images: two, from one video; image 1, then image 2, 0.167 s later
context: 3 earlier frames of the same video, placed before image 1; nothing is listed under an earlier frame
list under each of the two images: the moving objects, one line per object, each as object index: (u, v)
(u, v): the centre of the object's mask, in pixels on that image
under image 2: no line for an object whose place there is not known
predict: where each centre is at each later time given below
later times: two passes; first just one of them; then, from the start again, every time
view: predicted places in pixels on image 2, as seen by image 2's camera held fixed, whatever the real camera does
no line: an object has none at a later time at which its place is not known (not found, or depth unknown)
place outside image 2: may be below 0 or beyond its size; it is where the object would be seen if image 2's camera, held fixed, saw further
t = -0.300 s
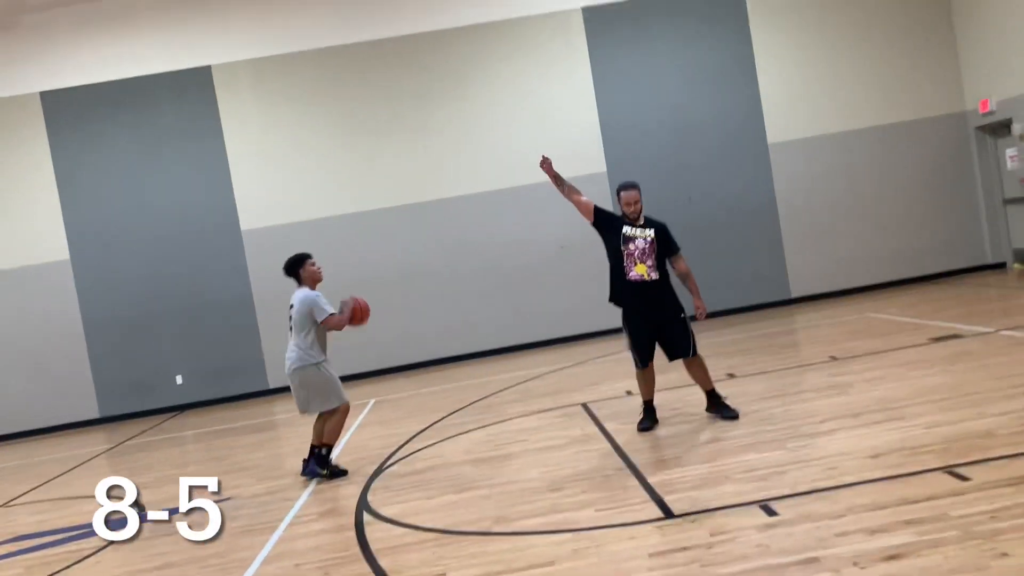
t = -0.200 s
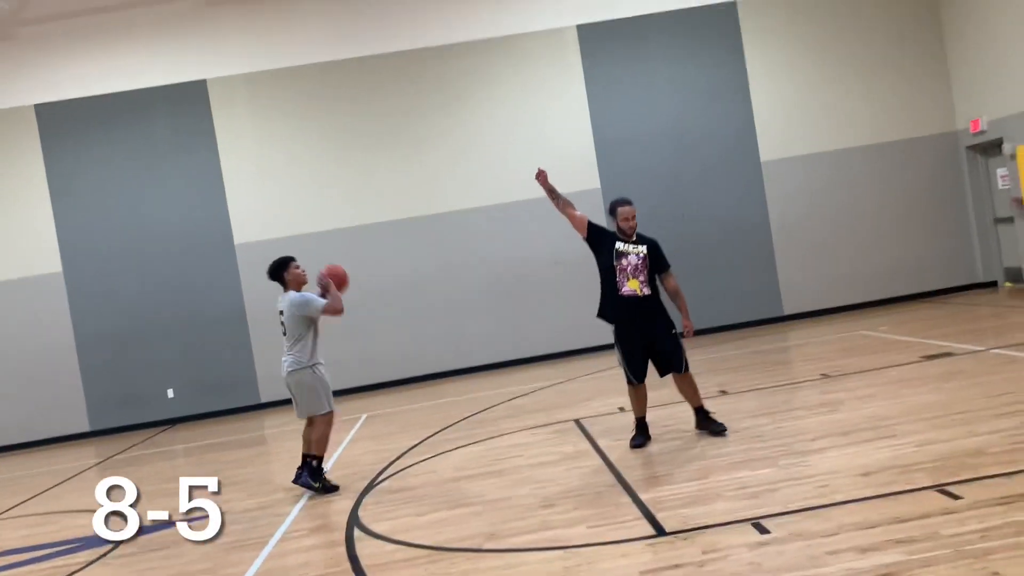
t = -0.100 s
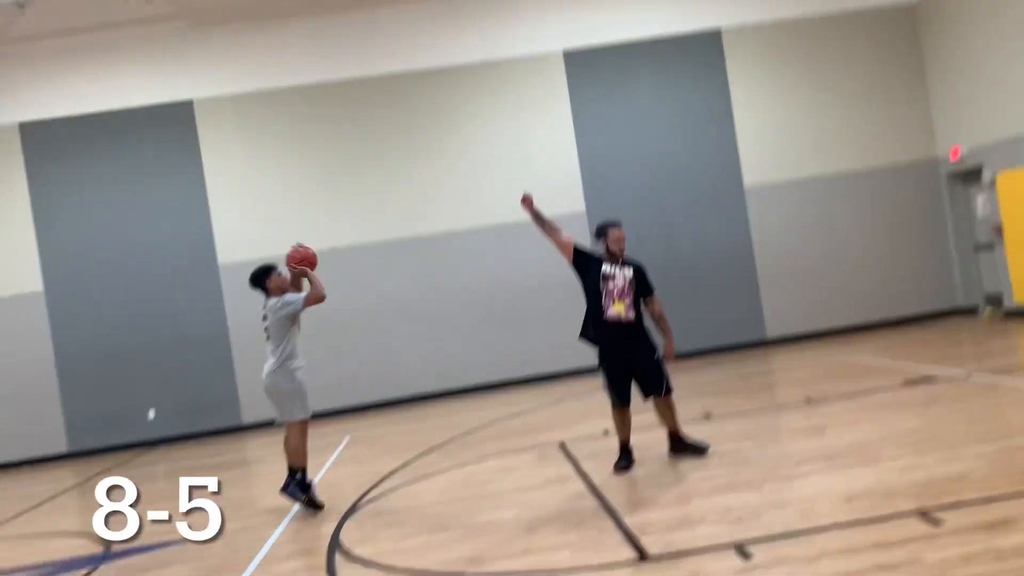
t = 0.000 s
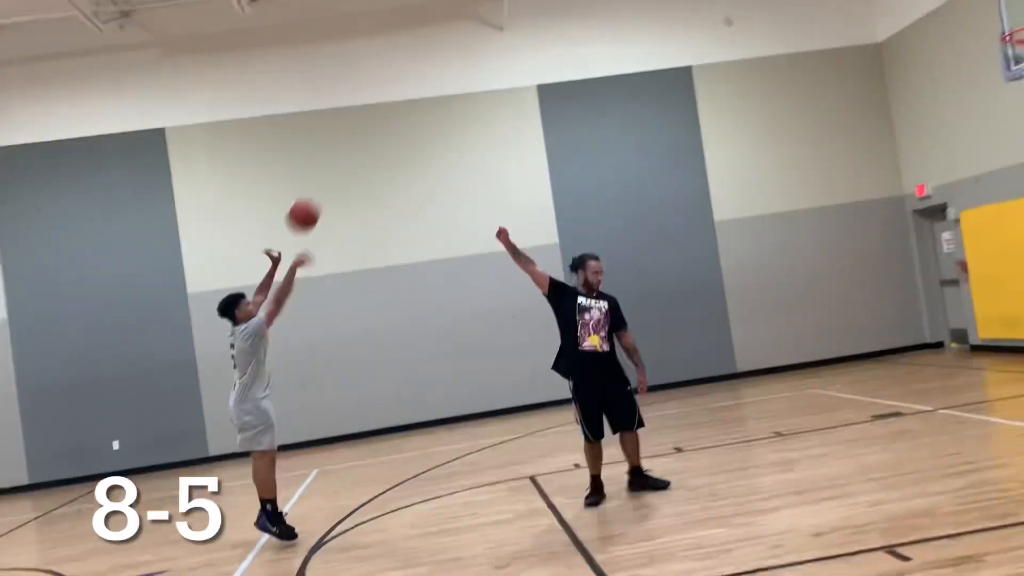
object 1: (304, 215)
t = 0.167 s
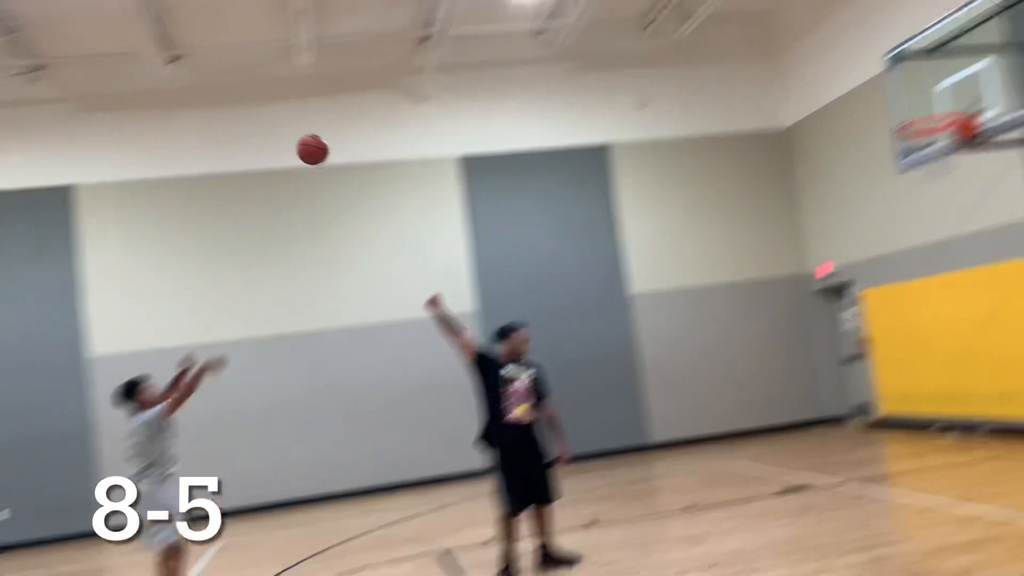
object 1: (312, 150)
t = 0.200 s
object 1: (332, 129)
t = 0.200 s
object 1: (332, 129)
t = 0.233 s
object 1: (352, 109)
